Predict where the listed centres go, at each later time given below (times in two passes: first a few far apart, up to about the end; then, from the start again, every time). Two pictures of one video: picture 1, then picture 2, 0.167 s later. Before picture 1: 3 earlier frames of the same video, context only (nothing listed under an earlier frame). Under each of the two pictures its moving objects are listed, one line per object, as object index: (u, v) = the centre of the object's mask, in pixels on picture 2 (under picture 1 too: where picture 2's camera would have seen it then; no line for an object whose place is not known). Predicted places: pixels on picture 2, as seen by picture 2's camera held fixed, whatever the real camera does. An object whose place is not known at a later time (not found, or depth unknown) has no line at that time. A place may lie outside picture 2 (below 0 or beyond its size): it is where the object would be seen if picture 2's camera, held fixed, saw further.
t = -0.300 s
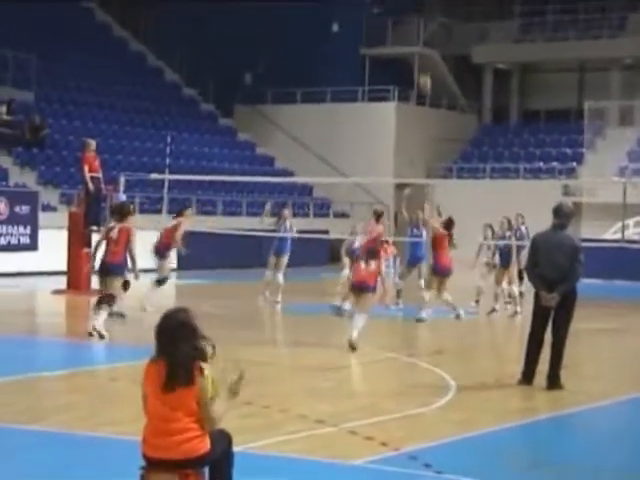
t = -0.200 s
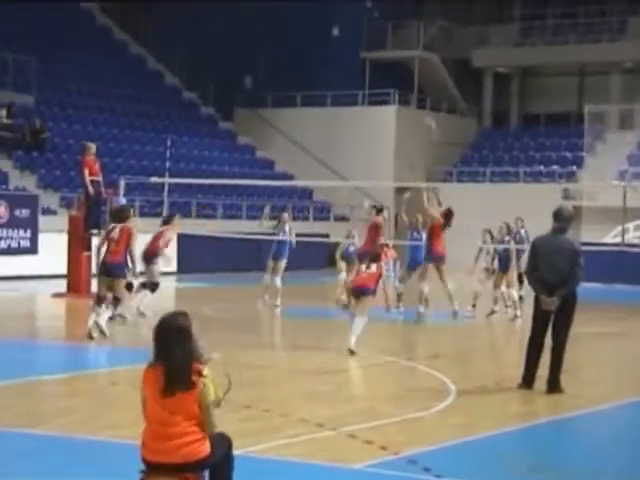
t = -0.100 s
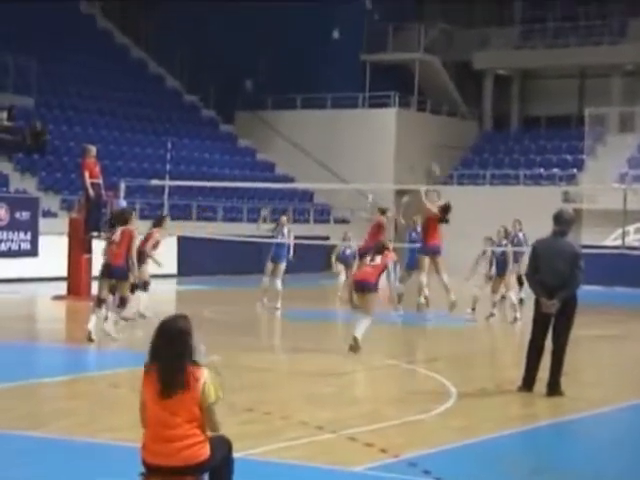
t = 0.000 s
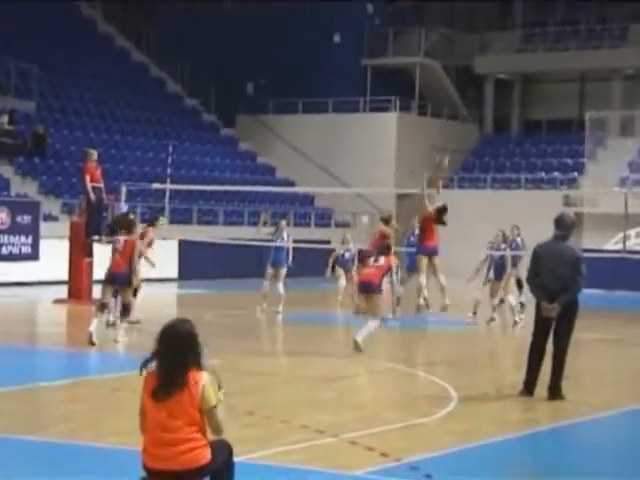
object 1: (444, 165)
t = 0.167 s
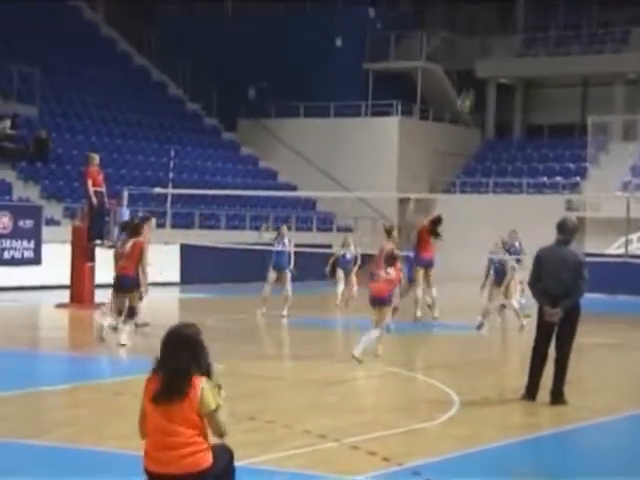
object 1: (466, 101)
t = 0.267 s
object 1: (476, 72)
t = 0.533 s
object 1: (505, 29)
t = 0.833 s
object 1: (535, 34)
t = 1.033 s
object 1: (554, 68)
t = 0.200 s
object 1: (468, 91)
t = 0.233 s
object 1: (472, 83)
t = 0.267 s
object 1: (476, 72)
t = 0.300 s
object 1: (478, 67)
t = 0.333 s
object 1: (484, 57)
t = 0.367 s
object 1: (487, 50)
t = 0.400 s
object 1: (489, 46)
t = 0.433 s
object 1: (494, 40)
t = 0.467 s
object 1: (497, 36)
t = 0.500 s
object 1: (501, 31)
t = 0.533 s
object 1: (505, 29)
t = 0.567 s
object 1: (508, 27)
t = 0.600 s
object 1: (511, 26)
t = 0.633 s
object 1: (514, 25)
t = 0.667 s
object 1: (518, 24)
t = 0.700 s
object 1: (521, 24)
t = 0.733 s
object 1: (524, 25)
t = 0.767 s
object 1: (527, 27)
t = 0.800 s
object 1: (531, 30)
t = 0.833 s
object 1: (535, 34)
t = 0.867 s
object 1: (538, 37)
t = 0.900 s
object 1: (541, 40)
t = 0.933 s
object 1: (544, 47)
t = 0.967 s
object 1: (546, 54)
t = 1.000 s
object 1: (550, 60)
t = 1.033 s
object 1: (554, 68)
